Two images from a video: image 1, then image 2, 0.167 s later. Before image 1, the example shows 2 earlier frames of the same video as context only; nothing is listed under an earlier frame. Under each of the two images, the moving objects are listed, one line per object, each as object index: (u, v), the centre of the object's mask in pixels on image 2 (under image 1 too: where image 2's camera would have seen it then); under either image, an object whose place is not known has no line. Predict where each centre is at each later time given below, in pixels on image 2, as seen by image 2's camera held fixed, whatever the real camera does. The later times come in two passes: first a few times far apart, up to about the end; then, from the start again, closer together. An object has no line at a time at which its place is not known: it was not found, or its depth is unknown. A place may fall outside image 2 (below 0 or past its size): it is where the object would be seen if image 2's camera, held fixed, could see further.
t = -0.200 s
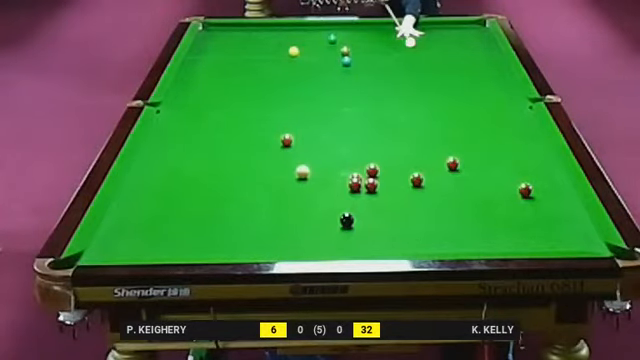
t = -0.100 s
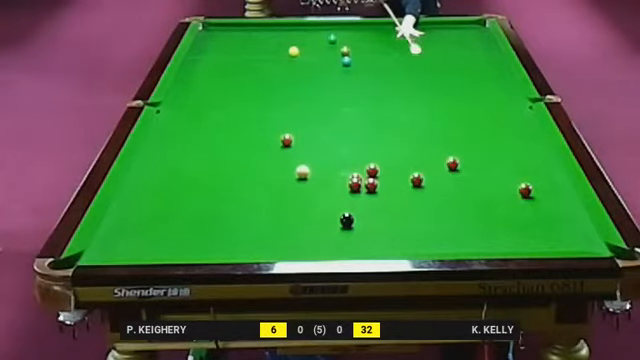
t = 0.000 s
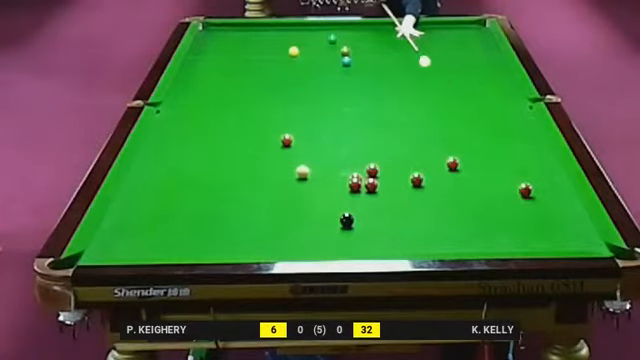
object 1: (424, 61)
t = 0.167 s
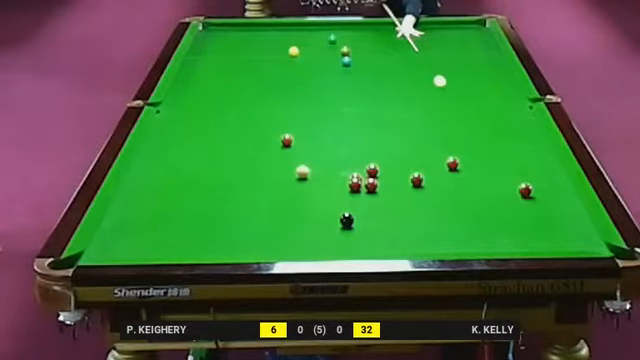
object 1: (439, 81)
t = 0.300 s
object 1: (451, 96)
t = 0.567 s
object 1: (476, 129)
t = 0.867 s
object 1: (510, 173)
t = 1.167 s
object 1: (511, 194)
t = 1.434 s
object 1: (507, 208)
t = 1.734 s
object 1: (502, 224)
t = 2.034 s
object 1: (497, 239)
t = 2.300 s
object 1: (492, 248)
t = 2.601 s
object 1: (483, 242)
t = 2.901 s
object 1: (475, 232)
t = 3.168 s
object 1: (469, 226)
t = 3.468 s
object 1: (463, 220)
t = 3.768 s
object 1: (458, 216)
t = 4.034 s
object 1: (454, 213)
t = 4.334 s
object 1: (452, 211)
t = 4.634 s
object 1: (451, 210)
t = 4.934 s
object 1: (450, 210)
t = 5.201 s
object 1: (451, 210)
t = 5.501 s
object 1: (450, 210)
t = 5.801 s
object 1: (451, 209)
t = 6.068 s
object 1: (450, 210)
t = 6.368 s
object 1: (451, 209)
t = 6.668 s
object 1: (451, 209)
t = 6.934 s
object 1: (450, 210)
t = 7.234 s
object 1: (450, 210)
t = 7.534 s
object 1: (450, 210)
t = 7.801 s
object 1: (450, 210)
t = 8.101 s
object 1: (450, 209)
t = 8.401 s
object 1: (450, 209)
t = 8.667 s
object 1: (450, 209)
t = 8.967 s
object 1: (450, 209)
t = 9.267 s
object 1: (450, 210)
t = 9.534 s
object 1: (450, 210)
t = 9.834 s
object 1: (451, 210)
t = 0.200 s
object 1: (442, 84)
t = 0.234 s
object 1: (445, 88)
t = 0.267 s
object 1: (448, 92)
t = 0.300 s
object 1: (451, 96)
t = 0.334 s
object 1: (454, 100)
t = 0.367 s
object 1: (457, 104)
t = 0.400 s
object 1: (460, 108)
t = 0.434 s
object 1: (463, 112)
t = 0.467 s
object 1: (466, 116)
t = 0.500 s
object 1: (469, 120)
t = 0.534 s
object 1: (473, 124)
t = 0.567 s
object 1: (476, 129)
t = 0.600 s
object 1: (480, 133)
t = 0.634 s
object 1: (483, 138)
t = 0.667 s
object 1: (487, 142)
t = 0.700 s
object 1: (490, 147)
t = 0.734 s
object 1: (494, 152)
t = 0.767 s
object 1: (498, 157)
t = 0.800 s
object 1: (502, 163)
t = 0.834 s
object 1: (506, 168)
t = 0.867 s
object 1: (510, 173)
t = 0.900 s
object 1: (514, 179)
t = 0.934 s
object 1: (518, 184)
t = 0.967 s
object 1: (517, 185)
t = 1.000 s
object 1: (515, 186)
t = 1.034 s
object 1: (514, 188)
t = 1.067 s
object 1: (513, 189)
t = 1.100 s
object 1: (512, 190)
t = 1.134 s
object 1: (512, 192)
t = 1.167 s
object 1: (511, 194)
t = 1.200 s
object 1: (510, 196)
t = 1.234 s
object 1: (510, 197)
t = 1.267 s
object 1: (509, 199)
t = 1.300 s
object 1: (509, 201)
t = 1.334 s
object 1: (508, 202)
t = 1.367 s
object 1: (508, 204)
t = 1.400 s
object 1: (507, 206)
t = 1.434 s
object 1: (507, 208)
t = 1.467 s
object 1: (506, 209)
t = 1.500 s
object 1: (506, 212)
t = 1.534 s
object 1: (505, 213)
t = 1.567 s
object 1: (505, 215)
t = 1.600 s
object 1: (504, 216)
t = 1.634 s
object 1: (503, 218)
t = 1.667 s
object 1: (503, 220)
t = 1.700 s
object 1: (503, 222)
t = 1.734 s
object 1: (502, 224)
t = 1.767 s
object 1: (501, 225)
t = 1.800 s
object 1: (501, 227)
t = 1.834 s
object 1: (500, 229)
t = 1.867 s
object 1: (500, 231)
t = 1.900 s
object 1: (499, 232)
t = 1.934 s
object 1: (499, 234)
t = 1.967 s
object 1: (498, 235)
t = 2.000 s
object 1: (498, 237)
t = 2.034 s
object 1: (497, 239)
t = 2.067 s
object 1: (497, 240)
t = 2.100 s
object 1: (496, 242)
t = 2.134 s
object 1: (496, 243)
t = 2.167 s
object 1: (495, 244)
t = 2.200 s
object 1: (494, 245)
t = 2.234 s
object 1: (493, 247)
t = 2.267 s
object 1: (493, 248)
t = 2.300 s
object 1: (492, 248)
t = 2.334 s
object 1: (491, 247)
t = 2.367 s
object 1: (490, 246)
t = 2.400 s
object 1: (489, 245)
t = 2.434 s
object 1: (488, 244)
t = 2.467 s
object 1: (487, 244)
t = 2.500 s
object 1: (486, 243)
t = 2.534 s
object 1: (485, 243)
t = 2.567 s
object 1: (484, 242)
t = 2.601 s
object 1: (483, 242)
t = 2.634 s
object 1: (482, 240)
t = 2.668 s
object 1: (481, 238)
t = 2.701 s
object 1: (480, 237)
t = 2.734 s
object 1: (479, 237)
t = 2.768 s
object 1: (478, 235)
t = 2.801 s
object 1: (477, 234)
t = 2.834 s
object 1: (477, 234)
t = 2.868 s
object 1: (476, 233)
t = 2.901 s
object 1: (475, 232)
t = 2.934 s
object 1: (474, 231)
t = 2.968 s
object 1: (473, 230)
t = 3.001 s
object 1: (473, 230)
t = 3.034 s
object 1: (471, 229)
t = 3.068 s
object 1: (471, 228)
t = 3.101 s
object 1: (470, 227)
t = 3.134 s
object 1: (469, 227)
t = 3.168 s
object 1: (469, 226)
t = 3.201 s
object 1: (468, 225)
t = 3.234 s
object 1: (467, 224)
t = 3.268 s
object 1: (467, 224)
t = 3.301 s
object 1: (466, 223)
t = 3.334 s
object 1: (465, 223)
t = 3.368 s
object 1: (465, 222)
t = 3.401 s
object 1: (464, 221)
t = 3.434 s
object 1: (463, 221)
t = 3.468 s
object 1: (463, 220)
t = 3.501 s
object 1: (462, 220)
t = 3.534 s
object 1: (462, 220)
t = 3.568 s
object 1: (461, 219)
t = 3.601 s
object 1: (460, 218)
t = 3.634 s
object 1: (460, 218)
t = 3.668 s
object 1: (459, 217)
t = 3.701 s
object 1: (459, 217)
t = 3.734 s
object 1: (458, 216)
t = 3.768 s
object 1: (458, 216)
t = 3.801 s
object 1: (457, 216)
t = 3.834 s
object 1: (457, 215)
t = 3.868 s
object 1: (456, 215)
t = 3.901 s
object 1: (456, 215)
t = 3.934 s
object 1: (455, 214)
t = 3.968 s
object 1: (455, 214)
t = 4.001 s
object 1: (455, 213)
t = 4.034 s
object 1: (454, 213)
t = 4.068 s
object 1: (454, 213)
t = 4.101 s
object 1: (454, 212)
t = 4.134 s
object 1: (454, 212)
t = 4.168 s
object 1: (453, 212)
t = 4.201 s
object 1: (453, 212)
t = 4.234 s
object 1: (453, 212)
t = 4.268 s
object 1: (453, 212)
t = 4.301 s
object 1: (452, 211)
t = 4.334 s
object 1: (452, 211)
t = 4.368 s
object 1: (451, 210)
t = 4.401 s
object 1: (451, 210)
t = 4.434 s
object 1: (451, 210)
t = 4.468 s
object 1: (451, 210)
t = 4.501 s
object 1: (451, 210)
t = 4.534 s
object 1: (451, 210)
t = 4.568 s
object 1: (451, 210)
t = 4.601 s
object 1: (451, 210)
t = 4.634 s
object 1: (451, 210)
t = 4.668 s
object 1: (450, 210)
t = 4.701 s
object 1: (450, 210)
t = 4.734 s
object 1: (450, 210)
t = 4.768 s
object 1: (450, 210)
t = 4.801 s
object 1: (450, 210)
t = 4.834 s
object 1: (450, 209)
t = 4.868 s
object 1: (450, 210)
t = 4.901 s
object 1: (450, 210)
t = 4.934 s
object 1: (450, 210)
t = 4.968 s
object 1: (450, 210)
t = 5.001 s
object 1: (450, 210)
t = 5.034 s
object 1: (450, 210)
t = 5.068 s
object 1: (450, 210)
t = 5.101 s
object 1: (450, 210)
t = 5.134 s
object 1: (450, 210)
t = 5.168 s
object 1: (450, 210)
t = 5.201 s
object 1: (451, 210)
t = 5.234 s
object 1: (450, 210)
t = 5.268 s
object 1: (451, 210)
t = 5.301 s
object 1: (451, 209)
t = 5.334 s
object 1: (450, 210)
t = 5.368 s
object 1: (451, 209)
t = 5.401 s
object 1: (451, 209)
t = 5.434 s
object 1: (450, 210)
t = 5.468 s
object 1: (450, 210)
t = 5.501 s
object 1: (450, 210)
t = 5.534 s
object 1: (450, 210)
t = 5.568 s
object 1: (451, 209)
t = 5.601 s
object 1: (450, 210)
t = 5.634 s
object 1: (451, 209)
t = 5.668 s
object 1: (451, 209)
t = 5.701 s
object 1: (451, 209)
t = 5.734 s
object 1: (450, 209)
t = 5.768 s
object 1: (450, 210)
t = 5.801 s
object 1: (451, 209)
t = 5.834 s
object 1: (450, 210)
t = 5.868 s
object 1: (451, 209)
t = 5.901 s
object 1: (450, 210)
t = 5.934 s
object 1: (450, 210)
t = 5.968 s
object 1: (450, 210)
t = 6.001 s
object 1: (451, 209)
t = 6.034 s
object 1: (451, 209)
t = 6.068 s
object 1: (450, 210)
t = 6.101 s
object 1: (450, 210)
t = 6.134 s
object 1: (450, 210)
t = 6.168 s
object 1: (450, 210)
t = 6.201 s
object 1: (450, 210)
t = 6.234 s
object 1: (451, 209)
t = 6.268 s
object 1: (451, 209)
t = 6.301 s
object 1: (451, 209)
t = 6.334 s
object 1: (450, 210)
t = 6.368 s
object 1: (451, 209)
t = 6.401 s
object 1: (450, 210)
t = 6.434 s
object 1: (450, 210)
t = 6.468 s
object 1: (451, 209)
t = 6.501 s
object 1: (450, 210)
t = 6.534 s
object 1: (450, 210)
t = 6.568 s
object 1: (450, 210)
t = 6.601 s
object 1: (451, 209)
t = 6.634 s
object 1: (450, 210)
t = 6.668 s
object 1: (451, 209)
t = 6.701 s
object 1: (450, 210)
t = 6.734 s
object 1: (450, 209)
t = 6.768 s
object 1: (450, 210)
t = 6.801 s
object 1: (451, 209)
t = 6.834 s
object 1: (450, 210)
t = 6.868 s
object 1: (450, 210)
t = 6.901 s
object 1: (450, 210)
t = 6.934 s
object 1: (450, 210)
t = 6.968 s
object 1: (450, 209)
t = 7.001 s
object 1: (450, 210)
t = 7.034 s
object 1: (450, 210)
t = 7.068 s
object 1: (450, 210)
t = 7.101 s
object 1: (450, 210)
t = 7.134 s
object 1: (450, 210)
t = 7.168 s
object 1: (450, 209)
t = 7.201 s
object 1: (450, 210)
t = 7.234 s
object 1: (450, 210)
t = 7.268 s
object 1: (450, 210)
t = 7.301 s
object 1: (450, 210)
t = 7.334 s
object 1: (450, 210)
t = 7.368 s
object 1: (450, 210)
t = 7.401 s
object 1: (450, 210)
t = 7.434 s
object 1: (450, 210)
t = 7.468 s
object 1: (450, 210)
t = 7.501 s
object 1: (450, 210)
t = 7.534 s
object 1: (450, 210)
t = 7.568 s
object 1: (450, 210)
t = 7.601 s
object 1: (450, 210)
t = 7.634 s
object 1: (450, 210)
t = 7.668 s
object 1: (450, 210)
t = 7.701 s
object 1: (450, 210)
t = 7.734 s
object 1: (450, 210)
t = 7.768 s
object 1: (450, 210)
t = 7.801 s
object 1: (450, 210)
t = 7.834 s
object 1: (450, 210)
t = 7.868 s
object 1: (450, 210)
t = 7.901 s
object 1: (450, 210)
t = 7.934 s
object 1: (450, 209)
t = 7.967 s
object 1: (450, 209)
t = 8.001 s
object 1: (450, 209)
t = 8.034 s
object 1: (450, 209)
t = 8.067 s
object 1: (450, 209)
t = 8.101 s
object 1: (450, 209)
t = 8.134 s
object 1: (450, 209)
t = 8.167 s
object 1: (450, 209)
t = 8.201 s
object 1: (450, 209)
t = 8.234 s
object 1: (450, 209)
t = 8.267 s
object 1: (450, 209)
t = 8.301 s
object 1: (450, 209)
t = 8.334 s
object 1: (450, 209)
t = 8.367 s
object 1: (450, 209)
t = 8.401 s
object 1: (450, 209)
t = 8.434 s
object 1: (450, 209)
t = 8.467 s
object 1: (450, 209)
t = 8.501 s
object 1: (450, 209)
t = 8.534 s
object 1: (450, 209)
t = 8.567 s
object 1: (450, 209)
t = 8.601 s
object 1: (450, 209)
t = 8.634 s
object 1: (450, 209)
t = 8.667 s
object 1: (450, 209)
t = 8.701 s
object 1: (450, 209)
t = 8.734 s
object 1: (450, 209)
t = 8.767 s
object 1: (450, 209)
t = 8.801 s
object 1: (450, 209)
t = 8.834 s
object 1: (450, 209)
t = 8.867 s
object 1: (450, 209)
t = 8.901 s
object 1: (450, 209)
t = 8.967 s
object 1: (450, 209)
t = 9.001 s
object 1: (450, 209)
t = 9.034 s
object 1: (450, 210)
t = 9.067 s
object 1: (450, 210)
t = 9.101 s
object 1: (450, 210)
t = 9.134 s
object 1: (450, 210)
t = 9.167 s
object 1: (450, 210)
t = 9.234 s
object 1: (450, 210)
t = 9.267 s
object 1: (450, 210)
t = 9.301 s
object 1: (450, 210)
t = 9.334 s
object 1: (450, 210)
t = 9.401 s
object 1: (450, 210)
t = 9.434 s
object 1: (450, 210)
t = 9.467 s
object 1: (450, 210)
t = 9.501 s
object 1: (450, 210)
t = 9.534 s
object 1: (450, 210)
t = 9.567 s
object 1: (450, 210)
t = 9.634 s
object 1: (450, 210)
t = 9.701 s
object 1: (451, 210)
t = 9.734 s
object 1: (450, 210)
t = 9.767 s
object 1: (450, 210)
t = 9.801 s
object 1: (450, 210)
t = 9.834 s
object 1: (451, 210)
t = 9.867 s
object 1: (451, 210)
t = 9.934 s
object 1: (450, 210)
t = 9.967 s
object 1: (450, 210)
